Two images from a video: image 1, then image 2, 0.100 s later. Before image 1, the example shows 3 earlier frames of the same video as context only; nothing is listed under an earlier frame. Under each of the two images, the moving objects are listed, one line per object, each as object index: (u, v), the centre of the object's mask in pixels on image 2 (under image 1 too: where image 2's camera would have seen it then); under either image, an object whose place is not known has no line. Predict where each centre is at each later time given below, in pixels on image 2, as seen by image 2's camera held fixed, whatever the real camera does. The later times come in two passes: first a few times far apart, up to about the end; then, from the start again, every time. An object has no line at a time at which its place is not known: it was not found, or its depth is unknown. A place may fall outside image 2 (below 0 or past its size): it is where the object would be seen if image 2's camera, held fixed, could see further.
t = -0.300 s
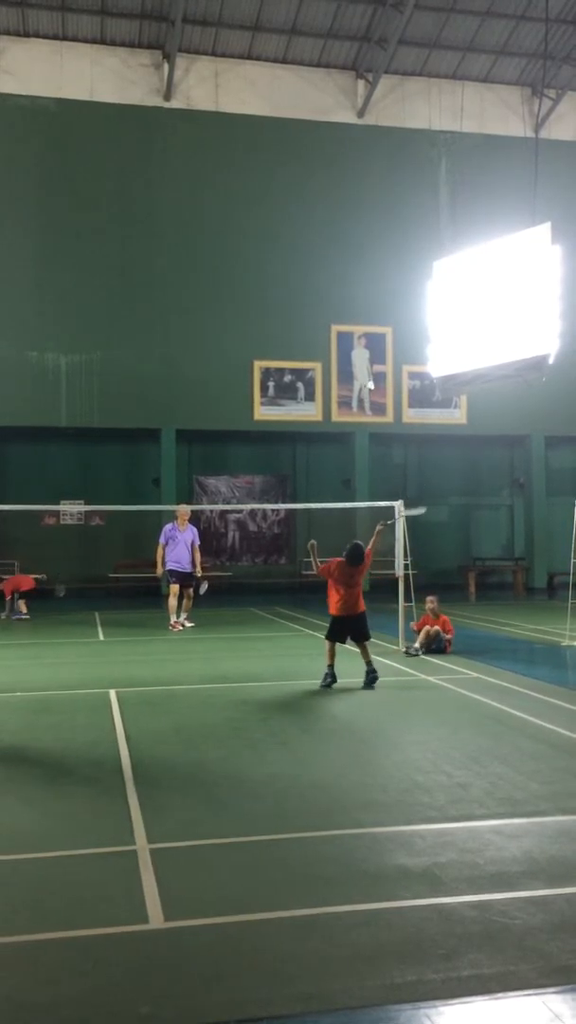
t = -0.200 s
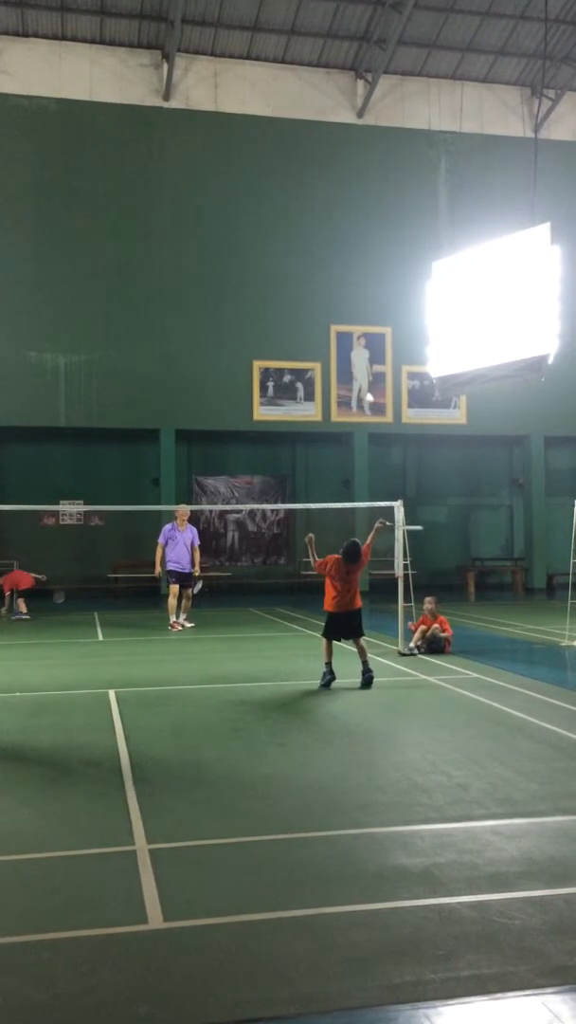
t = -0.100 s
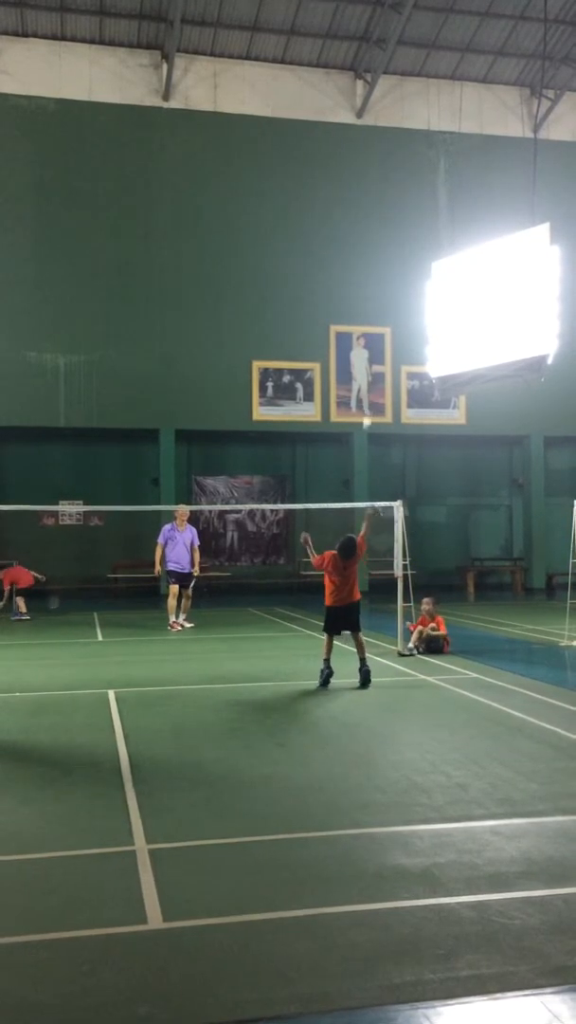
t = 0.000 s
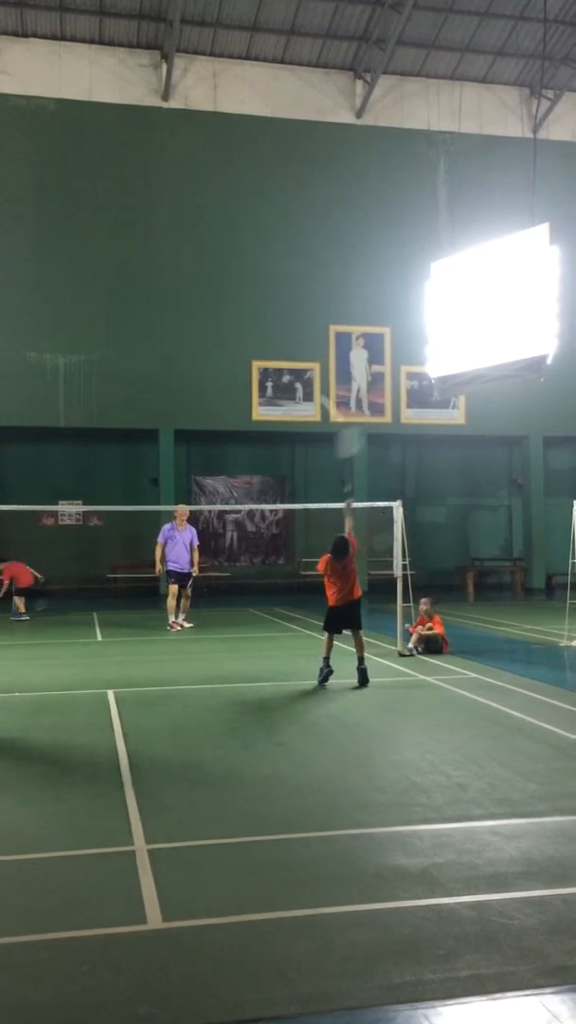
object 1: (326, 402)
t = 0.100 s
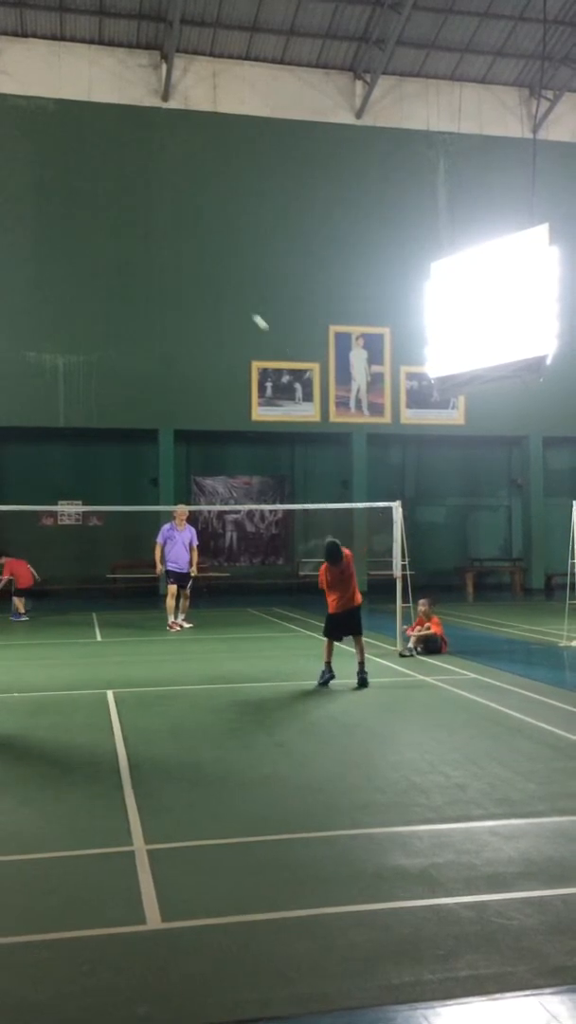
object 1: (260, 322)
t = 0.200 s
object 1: (215, 278)
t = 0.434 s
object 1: (155, 244)
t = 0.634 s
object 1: (123, 258)
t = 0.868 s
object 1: (98, 307)
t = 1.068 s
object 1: (85, 367)
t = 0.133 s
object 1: (243, 305)
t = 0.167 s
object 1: (229, 290)
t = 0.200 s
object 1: (215, 278)
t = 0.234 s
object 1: (204, 269)
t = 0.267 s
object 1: (194, 261)
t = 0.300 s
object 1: (185, 254)
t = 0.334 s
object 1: (176, 249)
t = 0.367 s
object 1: (168, 246)
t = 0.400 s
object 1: (162, 245)
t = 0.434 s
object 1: (155, 244)
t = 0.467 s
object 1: (149, 244)
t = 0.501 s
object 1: (143, 245)
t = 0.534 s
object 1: (137, 247)
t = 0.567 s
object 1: (132, 250)
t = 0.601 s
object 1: (128, 254)
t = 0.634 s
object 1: (123, 258)
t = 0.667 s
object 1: (119, 263)
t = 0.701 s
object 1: (115, 268)
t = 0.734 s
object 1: (111, 275)
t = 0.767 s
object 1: (108, 282)
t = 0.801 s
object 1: (105, 289)
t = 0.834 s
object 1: (101, 298)
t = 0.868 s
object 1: (98, 307)
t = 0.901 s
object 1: (96, 315)
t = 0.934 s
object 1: (93, 325)
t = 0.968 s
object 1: (91, 335)
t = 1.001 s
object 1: (89, 346)
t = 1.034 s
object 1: (87, 356)
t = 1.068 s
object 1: (85, 367)
